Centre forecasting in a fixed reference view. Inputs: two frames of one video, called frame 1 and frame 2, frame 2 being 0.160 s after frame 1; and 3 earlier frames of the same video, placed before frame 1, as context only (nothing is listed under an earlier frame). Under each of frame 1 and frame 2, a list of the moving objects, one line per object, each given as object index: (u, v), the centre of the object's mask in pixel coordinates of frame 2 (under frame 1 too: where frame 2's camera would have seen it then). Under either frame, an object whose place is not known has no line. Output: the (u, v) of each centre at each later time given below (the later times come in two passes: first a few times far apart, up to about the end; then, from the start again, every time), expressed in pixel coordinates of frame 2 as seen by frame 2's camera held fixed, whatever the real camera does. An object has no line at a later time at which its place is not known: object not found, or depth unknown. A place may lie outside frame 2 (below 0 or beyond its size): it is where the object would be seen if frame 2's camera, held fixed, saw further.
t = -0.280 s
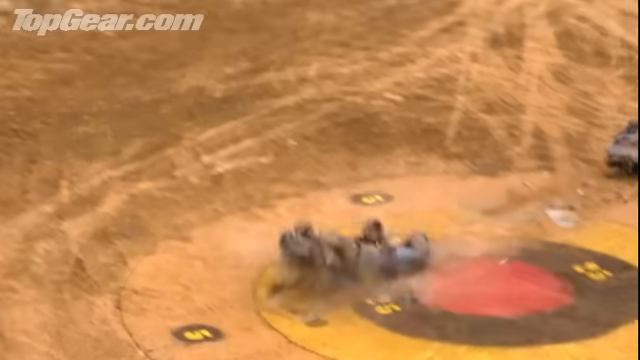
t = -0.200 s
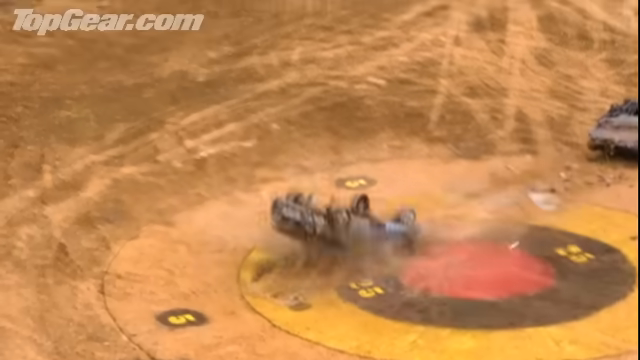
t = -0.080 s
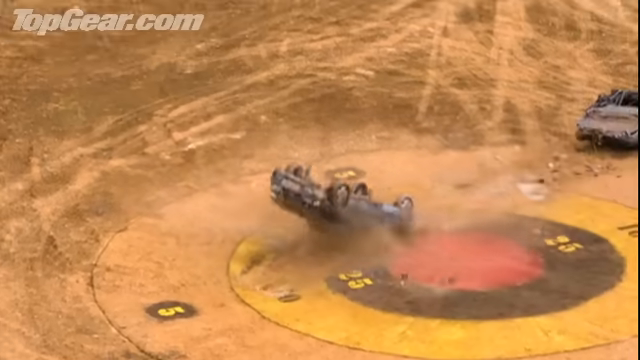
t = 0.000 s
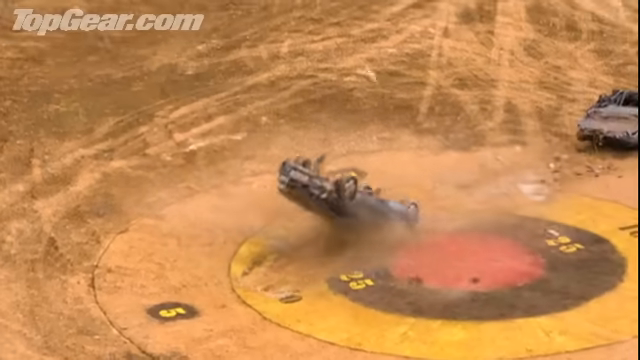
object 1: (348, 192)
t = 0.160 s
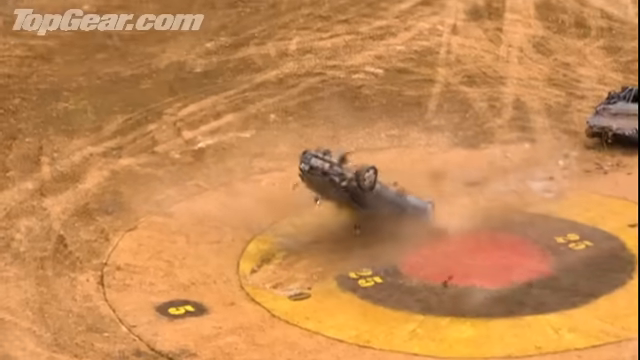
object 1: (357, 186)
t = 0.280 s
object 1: (362, 188)
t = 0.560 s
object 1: (375, 211)
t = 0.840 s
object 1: (376, 222)
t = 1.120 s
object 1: (376, 223)
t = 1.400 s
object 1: (376, 223)
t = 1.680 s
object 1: (376, 223)
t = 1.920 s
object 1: (376, 223)
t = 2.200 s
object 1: (376, 223)
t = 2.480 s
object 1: (376, 223)
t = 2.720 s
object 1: (376, 223)
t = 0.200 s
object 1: (358, 185)
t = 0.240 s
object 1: (360, 186)
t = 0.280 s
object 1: (362, 188)
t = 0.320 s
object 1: (364, 190)
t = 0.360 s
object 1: (365, 192)
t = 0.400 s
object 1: (368, 196)
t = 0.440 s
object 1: (368, 198)
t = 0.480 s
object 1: (370, 202)
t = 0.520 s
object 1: (374, 207)
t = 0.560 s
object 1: (375, 211)
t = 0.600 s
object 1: (377, 215)
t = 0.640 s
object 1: (376, 220)
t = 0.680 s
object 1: (375, 223)
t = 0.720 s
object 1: (375, 224)
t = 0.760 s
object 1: (375, 223)
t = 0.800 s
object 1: (376, 222)
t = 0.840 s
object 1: (376, 222)
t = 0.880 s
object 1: (376, 222)
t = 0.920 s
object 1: (376, 223)
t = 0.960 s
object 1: (376, 223)
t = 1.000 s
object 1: (376, 223)
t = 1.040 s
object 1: (376, 223)
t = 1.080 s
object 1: (376, 223)
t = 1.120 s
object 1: (376, 223)
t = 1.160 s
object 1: (376, 223)
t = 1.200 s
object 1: (376, 223)
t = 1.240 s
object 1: (376, 223)
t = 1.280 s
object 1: (377, 223)
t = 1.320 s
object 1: (376, 223)
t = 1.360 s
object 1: (376, 223)
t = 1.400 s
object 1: (376, 223)
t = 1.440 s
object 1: (376, 223)
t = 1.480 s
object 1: (376, 223)
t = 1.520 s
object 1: (376, 223)
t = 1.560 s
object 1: (376, 223)
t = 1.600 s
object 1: (376, 223)
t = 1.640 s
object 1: (376, 223)
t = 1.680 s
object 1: (376, 223)
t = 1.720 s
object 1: (376, 223)
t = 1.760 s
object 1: (376, 223)
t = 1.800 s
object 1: (376, 223)
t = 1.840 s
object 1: (376, 223)
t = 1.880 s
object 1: (376, 223)
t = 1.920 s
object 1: (376, 223)
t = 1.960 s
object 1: (376, 223)
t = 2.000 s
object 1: (376, 223)
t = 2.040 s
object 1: (376, 223)
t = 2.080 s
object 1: (376, 223)
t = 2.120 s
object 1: (376, 223)
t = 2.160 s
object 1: (376, 223)
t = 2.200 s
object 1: (376, 223)
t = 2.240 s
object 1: (376, 223)
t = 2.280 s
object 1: (376, 223)
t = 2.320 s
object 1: (376, 223)
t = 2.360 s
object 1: (376, 223)
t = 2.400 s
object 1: (376, 223)
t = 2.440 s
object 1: (376, 223)
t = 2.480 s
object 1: (376, 223)
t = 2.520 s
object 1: (376, 223)
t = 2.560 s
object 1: (376, 223)
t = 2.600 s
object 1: (376, 223)
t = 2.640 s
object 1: (376, 223)
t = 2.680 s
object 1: (376, 223)
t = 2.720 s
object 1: (376, 223)
